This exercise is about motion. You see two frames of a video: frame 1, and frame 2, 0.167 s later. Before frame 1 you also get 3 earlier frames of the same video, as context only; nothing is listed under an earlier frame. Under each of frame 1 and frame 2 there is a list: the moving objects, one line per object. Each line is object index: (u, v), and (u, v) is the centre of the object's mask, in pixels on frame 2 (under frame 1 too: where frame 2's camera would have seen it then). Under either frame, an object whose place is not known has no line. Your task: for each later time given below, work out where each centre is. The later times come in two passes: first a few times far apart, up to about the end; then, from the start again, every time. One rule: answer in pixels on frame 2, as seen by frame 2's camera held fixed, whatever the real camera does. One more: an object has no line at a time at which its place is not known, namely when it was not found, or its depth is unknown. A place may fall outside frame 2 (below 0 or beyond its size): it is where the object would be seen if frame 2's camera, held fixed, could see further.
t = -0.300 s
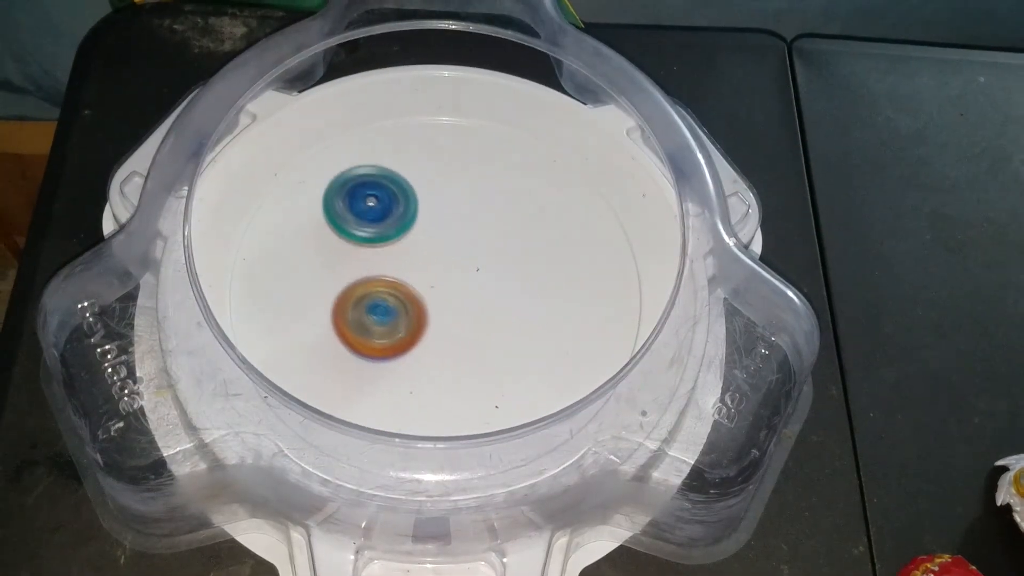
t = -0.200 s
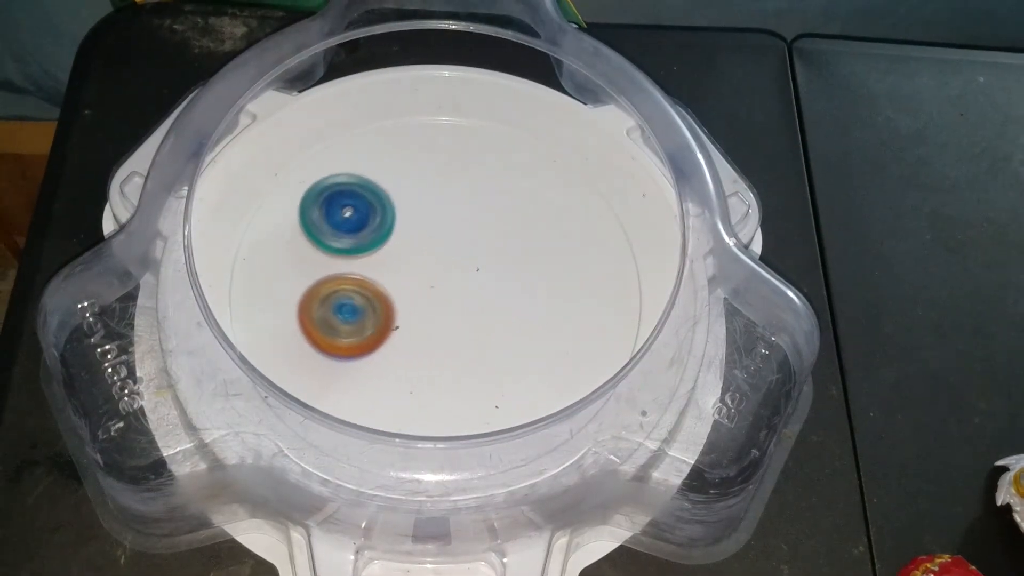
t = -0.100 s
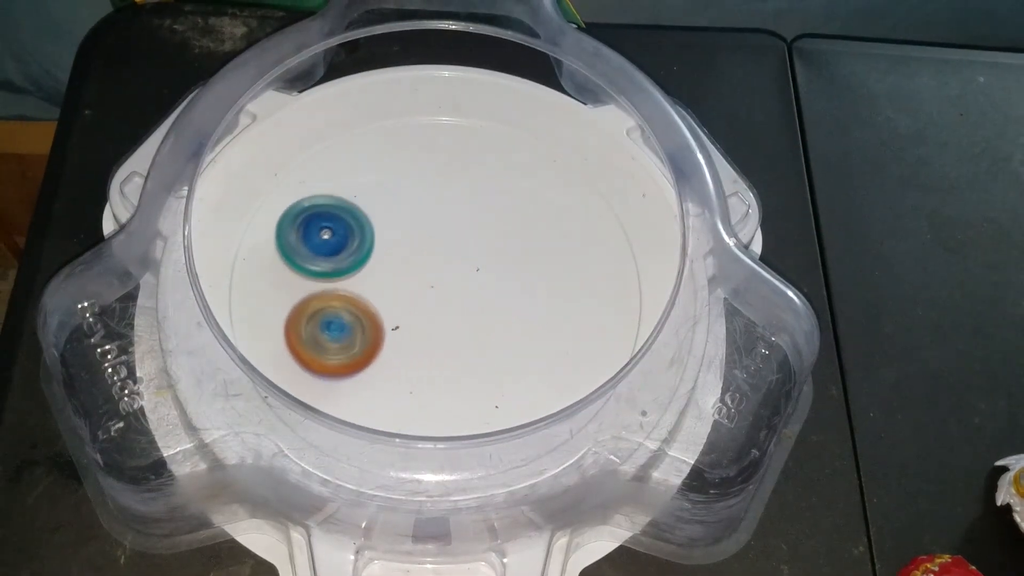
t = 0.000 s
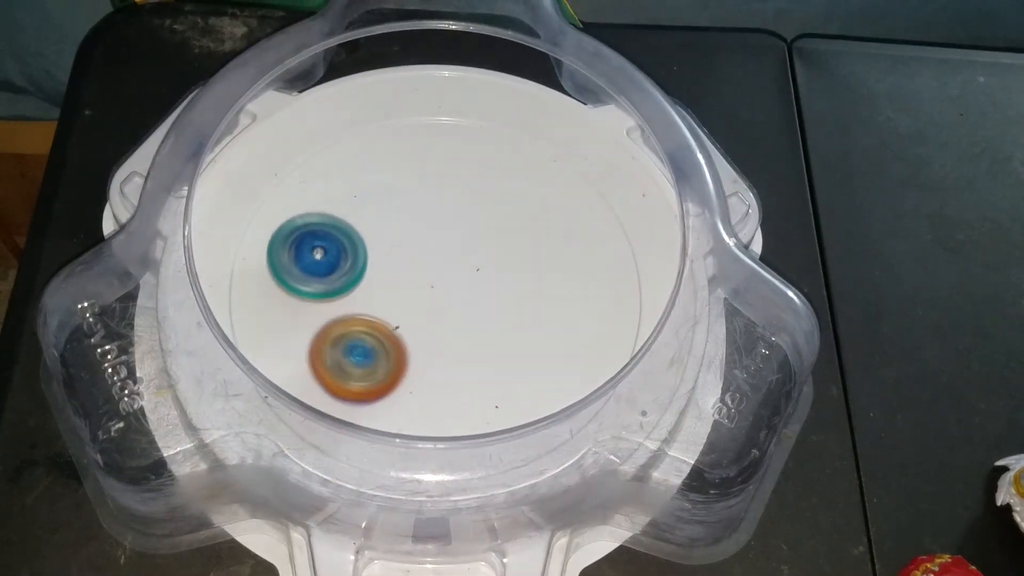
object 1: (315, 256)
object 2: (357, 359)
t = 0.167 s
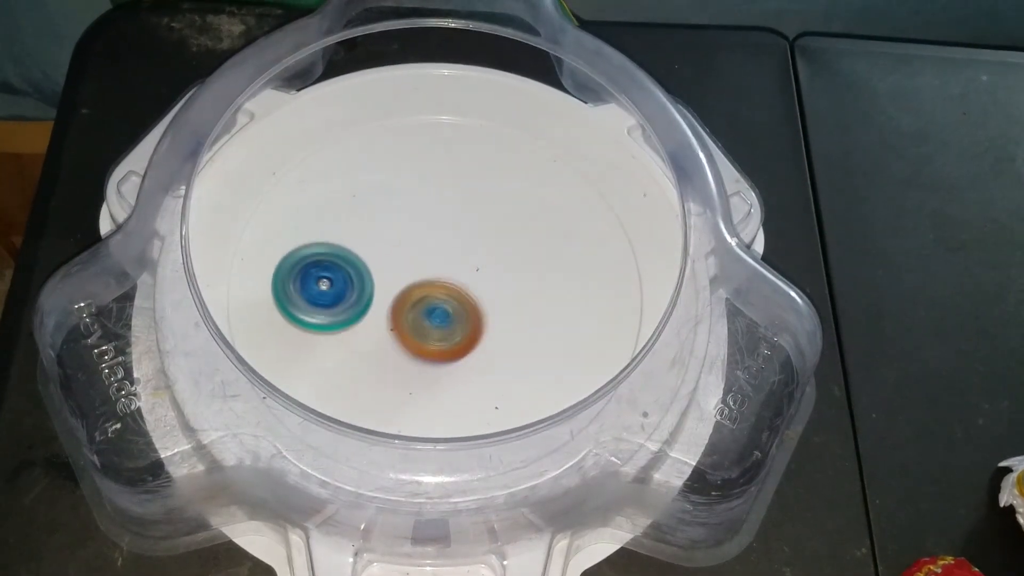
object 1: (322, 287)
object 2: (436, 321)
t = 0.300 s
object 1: (349, 296)
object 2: (465, 263)
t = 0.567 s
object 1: (403, 264)
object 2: (349, 185)
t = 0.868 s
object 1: (449, 236)
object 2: (339, 313)
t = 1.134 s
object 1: (458, 154)
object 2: (491, 339)
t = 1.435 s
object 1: (413, 182)
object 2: (501, 240)
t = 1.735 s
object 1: (332, 225)
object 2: (530, 274)
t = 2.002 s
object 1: (369, 290)
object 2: (520, 288)
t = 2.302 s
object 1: (414, 339)
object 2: (518, 271)
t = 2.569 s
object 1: (425, 347)
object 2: (501, 280)
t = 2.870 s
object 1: (409, 335)
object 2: (476, 258)
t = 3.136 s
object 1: (381, 337)
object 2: (464, 282)
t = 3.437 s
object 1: (345, 338)
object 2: (470, 244)
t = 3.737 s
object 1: (380, 318)
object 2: (438, 244)
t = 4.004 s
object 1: (327, 286)
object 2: (487, 259)
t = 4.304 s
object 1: (348, 267)
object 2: (480, 219)
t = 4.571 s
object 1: (377, 251)
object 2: (483, 247)
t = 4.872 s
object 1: (372, 224)
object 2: (528, 300)
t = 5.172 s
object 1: (404, 224)
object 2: (487, 295)
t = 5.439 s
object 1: (438, 238)
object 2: (460, 334)
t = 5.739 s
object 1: (473, 260)
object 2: (441, 344)
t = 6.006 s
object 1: (490, 281)
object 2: (392, 317)
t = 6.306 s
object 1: (484, 303)
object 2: (374, 301)
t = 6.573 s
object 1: (461, 320)
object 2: (376, 272)
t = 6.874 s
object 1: (433, 330)
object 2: (402, 242)
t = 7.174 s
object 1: (405, 324)
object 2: (431, 233)
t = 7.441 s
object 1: (386, 317)
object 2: (457, 242)
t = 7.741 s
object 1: (358, 308)
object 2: (490, 256)
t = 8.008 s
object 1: (359, 297)
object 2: (473, 279)
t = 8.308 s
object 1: (362, 277)
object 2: (471, 305)
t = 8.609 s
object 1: (369, 246)
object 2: (459, 320)
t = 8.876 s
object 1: (392, 226)
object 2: (436, 320)
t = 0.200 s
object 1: (327, 290)
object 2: (451, 308)
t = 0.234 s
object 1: (333, 292)
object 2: (460, 294)
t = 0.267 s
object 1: (341, 295)
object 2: (465, 279)
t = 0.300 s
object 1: (349, 296)
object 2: (465, 263)
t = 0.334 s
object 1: (358, 297)
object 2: (461, 246)
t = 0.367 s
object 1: (366, 296)
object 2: (453, 229)
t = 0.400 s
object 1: (373, 293)
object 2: (441, 212)
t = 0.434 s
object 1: (380, 289)
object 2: (426, 197)
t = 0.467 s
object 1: (387, 284)
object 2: (408, 186)
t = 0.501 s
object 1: (393, 277)
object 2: (388, 180)
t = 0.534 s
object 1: (399, 271)
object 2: (368, 179)
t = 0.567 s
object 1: (403, 264)
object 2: (349, 185)
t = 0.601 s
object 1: (407, 257)
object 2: (332, 196)
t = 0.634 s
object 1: (416, 255)
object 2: (315, 205)
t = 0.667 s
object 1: (426, 256)
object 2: (298, 214)
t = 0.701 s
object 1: (433, 256)
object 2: (288, 227)
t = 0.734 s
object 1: (438, 253)
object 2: (287, 242)
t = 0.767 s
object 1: (442, 249)
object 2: (291, 260)
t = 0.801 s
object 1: (445, 245)
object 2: (302, 279)
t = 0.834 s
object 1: (447, 240)
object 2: (318, 298)
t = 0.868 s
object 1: (449, 236)
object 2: (339, 313)
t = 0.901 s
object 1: (451, 231)
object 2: (362, 322)
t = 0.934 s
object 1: (452, 227)
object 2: (387, 325)
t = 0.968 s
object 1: (453, 223)
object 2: (411, 322)
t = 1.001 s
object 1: (453, 221)
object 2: (434, 314)
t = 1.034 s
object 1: (453, 218)
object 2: (454, 303)
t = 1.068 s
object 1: (456, 194)
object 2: (469, 317)
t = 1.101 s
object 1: (458, 171)
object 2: (481, 330)
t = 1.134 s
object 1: (458, 154)
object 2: (491, 339)
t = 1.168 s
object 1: (455, 143)
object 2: (501, 341)
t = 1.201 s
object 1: (451, 139)
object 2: (508, 339)
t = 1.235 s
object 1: (445, 140)
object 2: (515, 330)
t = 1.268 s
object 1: (438, 144)
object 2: (520, 319)
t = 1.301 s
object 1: (432, 150)
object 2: (523, 304)
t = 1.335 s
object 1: (426, 157)
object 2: (522, 289)
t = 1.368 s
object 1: (421, 165)
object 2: (519, 273)
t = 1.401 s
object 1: (417, 173)
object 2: (513, 255)
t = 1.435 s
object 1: (413, 182)
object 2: (501, 240)
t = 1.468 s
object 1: (404, 182)
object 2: (496, 237)
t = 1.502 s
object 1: (381, 168)
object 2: (504, 251)
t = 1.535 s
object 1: (345, 156)
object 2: (508, 274)
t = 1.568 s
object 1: (334, 159)
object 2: (511, 280)
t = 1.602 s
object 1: (328, 169)
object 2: (514, 284)
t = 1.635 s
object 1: (325, 181)
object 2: (518, 286)
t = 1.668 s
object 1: (324, 195)
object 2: (523, 285)
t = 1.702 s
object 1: (327, 210)
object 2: (526, 280)
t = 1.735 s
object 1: (332, 225)
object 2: (530, 274)
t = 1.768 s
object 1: (340, 239)
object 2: (531, 267)
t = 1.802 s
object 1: (350, 251)
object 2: (529, 261)
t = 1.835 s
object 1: (360, 262)
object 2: (527, 258)
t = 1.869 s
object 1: (372, 270)
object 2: (521, 259)
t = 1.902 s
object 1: (384, 277)
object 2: (510, 264)
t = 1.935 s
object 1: (396, 283)
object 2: (498, 272)
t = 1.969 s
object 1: (385, 287)
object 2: (507, 280)
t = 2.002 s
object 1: (369, 290)
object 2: (520, 288)
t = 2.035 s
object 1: (357, 294)
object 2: (527, 293)
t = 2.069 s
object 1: (352, 298)
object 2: (533, 295)
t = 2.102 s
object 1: (352, 304)
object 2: (539, 294)
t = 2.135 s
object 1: (356, 312)
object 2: (542, 290)
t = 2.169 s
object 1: (365, 321)
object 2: (542, 283)
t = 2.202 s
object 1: (376, 329)
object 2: (540, 276)
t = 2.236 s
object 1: (388, 335)
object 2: (536, 270)
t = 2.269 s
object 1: (401, 338)
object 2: (529, 269)
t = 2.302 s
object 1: (414, 339)
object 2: (518, 271)
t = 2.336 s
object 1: (426, 337)
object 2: (506, 276)
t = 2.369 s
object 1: (425, 341)
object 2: (506, 275)
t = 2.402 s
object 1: (420, 345)
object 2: (511, 273)
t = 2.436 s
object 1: (418, 347)
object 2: (513, 274)
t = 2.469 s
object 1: (420, 347)
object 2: (511, 277)
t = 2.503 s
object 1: (425, 345)
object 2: (506, 281)
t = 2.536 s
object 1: (427, 346)
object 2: (502, 283)
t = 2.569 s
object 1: (425, 347)
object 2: (501, 280)
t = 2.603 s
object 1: (425, 345)
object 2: (498, 277)
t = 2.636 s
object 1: (426, 341)
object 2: (492, 274)
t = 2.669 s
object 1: (422, 340)
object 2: (490, 268)
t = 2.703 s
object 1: (417, 341)
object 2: (490, 261)
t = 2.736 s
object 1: (414, 342)
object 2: (489, 257)
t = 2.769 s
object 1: (412, 341)
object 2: (486, 255)
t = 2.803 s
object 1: (411, 339)
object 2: (483, 254)
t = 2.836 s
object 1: (410, 337)
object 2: (479, 255)
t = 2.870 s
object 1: (409, 335)
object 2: (476, 258)
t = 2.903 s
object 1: (408, 334)
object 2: (473, 262)
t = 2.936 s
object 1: (406, 333)
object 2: (471, 266)
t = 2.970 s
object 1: (400, 335)
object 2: (474, 266)
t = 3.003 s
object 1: (396, 336)
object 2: (475, 267)
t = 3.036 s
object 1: (393, 336)
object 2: (475, 270)
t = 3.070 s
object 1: (389, 337)
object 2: (472, 274)
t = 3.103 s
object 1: (387, 336)
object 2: (468, 279)
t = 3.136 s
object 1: (381, 337)
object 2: (464, 282)
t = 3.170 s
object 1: (376, 337)
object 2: (462, 283)
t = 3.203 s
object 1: (374, 337)
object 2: (458, 283)
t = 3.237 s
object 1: (369, 337)
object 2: (455, 281)
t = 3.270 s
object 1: (355, 339)
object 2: (464, 272)
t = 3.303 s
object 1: (346, 340)
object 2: (472, 264)
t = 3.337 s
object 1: (342, 339)
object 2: (476, 256)
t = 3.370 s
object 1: (341, 339)
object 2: (477, 251)
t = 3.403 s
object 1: (342, 339)
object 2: (475, 247)
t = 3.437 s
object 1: (345, 338)
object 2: (470, 244)
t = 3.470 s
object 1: (349, 336)
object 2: (465, 243)
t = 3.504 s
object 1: (353, 334)
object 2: (458, 243)
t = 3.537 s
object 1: (358, 332)
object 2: (451, 243)
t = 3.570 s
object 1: (363, 329)
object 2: (445, 244)
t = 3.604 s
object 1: (367, 326)
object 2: (440, 244)
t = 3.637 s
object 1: (372, 323)
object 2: (435, 243)
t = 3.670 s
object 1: (377, 321)
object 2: (433, 243)
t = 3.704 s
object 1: (381, 319)
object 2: (433, 242)
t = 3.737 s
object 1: (380, 318)
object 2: (438, 244)
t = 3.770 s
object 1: (377, 319)
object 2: (444, 242)
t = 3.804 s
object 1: (374, 317)
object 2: (449, 242)
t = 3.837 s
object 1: (370, 311)
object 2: (452, 244)
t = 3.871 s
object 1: (367, 304)
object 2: (454, 248)
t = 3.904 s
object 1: (365, 297)
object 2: (454, 252)
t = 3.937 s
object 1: (362, 292)
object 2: (455, 258)
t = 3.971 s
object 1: (340, 289)
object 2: (473, 259)
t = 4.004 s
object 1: (327, 286)
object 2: (487, 259)
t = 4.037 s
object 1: (321, 283)
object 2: (496, 256)
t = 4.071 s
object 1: (319, 280)
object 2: (502, 251)
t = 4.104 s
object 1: (320, 278)
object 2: (505, 243)
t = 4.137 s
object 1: (323, 276)
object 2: (504, 236)
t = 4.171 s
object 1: (327, 274)
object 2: (501, 229)
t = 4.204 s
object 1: (332, 272)
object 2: (496, 225)
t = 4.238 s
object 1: (337, 270)
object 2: (491, 221)
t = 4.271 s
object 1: (342, 268)
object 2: (485, 219)
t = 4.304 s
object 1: (348, 267)
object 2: (480, 219)
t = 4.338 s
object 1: (353, 264)
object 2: (475, 220)
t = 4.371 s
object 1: (359, 262)
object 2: (471, 222)
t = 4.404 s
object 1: (365, 260)
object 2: (468, 225)
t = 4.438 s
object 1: (371, 257)
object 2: (465, 230)
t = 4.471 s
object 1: (372, 256)
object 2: (469, 234)
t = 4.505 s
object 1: (372, 254)
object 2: (474, 238)
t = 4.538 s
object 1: (373, 252)
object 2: (480, 242)
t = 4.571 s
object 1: (377, 251)
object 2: (483, 247)
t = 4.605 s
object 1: (381, 250)
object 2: (485, 253)
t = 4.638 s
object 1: (386, 249)
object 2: (486, 259)
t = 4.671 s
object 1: (389, 248)
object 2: (487, 265)
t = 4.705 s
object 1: (376, 239)
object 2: (504, 278)
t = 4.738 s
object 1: (370, 232)
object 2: (518, 289)
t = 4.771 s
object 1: (368, 227)
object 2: (527, 296)
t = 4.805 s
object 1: (369, 226)
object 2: (531, 300)
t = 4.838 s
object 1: (370, 225)
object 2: (531, 301)
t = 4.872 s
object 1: (372, 224)
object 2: (528, 300)
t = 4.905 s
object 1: (375, 224)
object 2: (524, 296)
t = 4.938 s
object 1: (378, 223)
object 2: (520, 291)
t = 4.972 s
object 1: (381, 222)
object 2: (515, 286)
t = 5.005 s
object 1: (384, 222)
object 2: (511, 280)
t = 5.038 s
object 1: (388, 222)
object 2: (508, 276)
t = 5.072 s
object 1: (392, 222)
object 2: (506, 276)
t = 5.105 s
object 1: (396, 223)
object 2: (501, 279)
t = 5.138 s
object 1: (399, 223)
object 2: (494, 286)
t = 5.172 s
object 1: (404, 224)
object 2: (487, 295)
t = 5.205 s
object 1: (408, 225)
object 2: (481, 303)
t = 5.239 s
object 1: (412, 227)
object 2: (476, 309)
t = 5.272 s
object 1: (416, 228)
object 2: (471, 315)
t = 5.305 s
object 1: (420, 230)
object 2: (467, 320)
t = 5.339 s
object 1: (425, 232)
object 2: (464, 324)
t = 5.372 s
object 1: (429, 234)
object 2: (461, 328)
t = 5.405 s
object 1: (434, 235)
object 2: (460, 332)
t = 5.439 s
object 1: (438, 238)
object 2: (460, 334)
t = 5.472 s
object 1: (442, 240)
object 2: (459, 337)
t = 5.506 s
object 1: (446, 243)
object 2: (460, 338)
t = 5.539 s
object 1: (450, 245)
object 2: (460, 340)
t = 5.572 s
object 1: (455, 247)
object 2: (460, 341)
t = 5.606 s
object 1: (459, 249)
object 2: (458, 342)
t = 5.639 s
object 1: (463, 252)
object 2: (456, 343)
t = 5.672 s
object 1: (467, 255)
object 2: (452, 344)
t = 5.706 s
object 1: (470, 258)
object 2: (447, 344)
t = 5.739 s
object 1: (473, 260)
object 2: (441, 344)
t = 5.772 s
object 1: (475, 263)
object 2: (434, 342)
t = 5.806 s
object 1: (478, 266)
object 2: (427, 340)
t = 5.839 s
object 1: (481, 268)
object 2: (419, 338)
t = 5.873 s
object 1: (483, 270)
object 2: (412, 334)
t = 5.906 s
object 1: (485, 273)
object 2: (406, 331)
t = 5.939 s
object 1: (487, 276)
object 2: (401, 326)
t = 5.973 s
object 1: (488, 278)
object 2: (396, 322)
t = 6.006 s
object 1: (490, 281)
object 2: (392, 317)
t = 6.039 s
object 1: (490, 283)
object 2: (389, 313)
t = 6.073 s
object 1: (491, 286)
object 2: (387, 310)
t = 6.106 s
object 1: (490, 288)
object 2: (387, 308)
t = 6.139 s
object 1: (490, 290)
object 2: (385, 307)
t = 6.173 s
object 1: (490, 293)
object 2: (384, 306)
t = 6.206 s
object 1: (489, 295)
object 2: (381, 306)
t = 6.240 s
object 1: (487, 298)
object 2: (379, 305)
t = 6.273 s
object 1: (486, 300)
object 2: (376, 304)
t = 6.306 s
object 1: (484, 303)
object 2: (374, 301)
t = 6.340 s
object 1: (481, 305)
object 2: (373, 299)
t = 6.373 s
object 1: (479, 308)
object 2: (371, 296)
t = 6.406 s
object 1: (476, 310)
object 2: (370, 293)
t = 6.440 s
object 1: (474, 312)
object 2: (370, 289)
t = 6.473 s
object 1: (471, 314)
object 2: (371, 285)
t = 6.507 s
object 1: (468, 316)
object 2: (372, 280)
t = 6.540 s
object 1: (464, 319)
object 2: (374, 276)
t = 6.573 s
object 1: (461, 320)
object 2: (376, 272)
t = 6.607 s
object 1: (458, 322)
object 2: (378, 268)
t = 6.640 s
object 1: (455, 324)
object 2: (380, 264)
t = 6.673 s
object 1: (451, 326)
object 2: (382, 260)
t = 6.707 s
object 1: (449, 327)
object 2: (384, 255)
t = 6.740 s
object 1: (446, 329)
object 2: (386, 251)
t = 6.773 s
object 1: (443, 329)
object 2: (390, 248)
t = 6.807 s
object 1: (440, 330)
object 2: (394, 245)
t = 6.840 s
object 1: (436, 330)
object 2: (398, 244)
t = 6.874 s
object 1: (433, 330)
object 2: (402, 242)
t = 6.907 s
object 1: (429, 330)
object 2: (406, 240)
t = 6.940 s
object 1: (427, 329)
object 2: (410, 240)
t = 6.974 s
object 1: (423, 329)
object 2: (414, 240)
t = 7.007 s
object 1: (419, 328)
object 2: (418, 241)
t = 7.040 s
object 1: (416, 329)
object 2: (421, 238)
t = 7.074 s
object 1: (413, 328)
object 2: (424, 236)
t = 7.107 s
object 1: (410, 327)
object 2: (426, 233)
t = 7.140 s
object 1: (407, 326)
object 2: (428, 233)
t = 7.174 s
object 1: (405, 324)
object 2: (431, 233)
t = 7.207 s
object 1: (402, 323)
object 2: (433, 234)
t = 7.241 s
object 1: (399, 321)
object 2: (435, 236)
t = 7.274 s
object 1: (397, 319)
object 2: (438, 239)
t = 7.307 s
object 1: (392, 319)
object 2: (440, 239)
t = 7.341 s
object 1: (389, 319)
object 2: (446, 238)
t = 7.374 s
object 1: (387, 319)
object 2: (450, 239)
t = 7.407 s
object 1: (387, 317)
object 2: (454, 240)
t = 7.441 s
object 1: (386, 317)
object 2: (457, 242)
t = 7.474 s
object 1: (385, 315)
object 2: (459, 245)
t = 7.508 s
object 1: (384, 313)
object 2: (460, 248)
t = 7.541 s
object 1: (384, 312)
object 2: (461, 251)
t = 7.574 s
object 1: (383, 310)
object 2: (461, 255)
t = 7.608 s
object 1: (380, 309)
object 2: (463, 258)
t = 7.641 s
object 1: (368, 311)
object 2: (474, 256)
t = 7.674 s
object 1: (363, 310)
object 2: (482, 254)
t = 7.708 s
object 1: (360, 310)
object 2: (487, 255)
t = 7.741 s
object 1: (358, 308)
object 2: (490, 256)
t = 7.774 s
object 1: (357, 307)
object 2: (492, 258)
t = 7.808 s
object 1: (356, 306)
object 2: (491, 261)
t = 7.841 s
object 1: (356, 305)
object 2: (489, 263)
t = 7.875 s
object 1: (356, 303)
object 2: (487, 267)
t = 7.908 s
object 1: (356, 302)
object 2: (484, 271)
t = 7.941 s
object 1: (357, 300)
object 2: (480, 274)
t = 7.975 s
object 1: (358, 299)
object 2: (476, 277)
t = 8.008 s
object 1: (359, 297)
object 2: (473, 279)
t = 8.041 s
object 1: (361, 296)
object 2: (469, 282)
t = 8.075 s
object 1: (363, 294)
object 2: (465, 285)
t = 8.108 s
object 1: (362, 292)
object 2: (464, 288)
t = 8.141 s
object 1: (356, 287)
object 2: (471, 291)
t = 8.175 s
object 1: (356, 284)
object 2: (475, 294)
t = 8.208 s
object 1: (357, 282)
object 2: (476, 296)
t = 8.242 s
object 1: (358, 280)
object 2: (476, 300)
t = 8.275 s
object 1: (360, 278)
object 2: (474, 302)
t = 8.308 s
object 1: (362, 277)
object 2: (471, 305)
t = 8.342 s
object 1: (364, 275)
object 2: (466, 307)
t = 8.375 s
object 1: (367, 272)
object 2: (462, 308)
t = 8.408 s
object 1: (368, 269)
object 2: (460, 310)
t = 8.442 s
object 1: (362, 261)
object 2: (465, 317)
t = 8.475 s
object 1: (361, 255)
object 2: (466, 320)
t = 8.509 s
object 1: (362, 252)
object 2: (466, 321)
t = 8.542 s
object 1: (364, 250)
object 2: (465, 322)
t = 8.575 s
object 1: (366, 248)
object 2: (462, 321)
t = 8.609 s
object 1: (369, 246)
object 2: (459, 320)
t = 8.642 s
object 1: (372, 244)
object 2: (455, 319)
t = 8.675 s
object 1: (375, 243)
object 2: (452, 318)
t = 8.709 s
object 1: (378, 241)
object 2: (448, 316)
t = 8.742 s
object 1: (382, 240)
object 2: (444, 315)
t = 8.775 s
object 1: (385, 239)
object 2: (440, 313)
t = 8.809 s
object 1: (387, 234)
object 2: (438, 315)
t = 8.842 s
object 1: (389, 228)
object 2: (437, 319)
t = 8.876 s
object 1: (392, 226)
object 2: (436, 320)
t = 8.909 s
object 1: (395, 225)
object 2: (435, 319)
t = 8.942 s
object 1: (399, 224)
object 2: (433, 319)
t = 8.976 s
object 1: (402, 223)
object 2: (432, 318)
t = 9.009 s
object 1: (406, 223)
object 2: (430, 316)
